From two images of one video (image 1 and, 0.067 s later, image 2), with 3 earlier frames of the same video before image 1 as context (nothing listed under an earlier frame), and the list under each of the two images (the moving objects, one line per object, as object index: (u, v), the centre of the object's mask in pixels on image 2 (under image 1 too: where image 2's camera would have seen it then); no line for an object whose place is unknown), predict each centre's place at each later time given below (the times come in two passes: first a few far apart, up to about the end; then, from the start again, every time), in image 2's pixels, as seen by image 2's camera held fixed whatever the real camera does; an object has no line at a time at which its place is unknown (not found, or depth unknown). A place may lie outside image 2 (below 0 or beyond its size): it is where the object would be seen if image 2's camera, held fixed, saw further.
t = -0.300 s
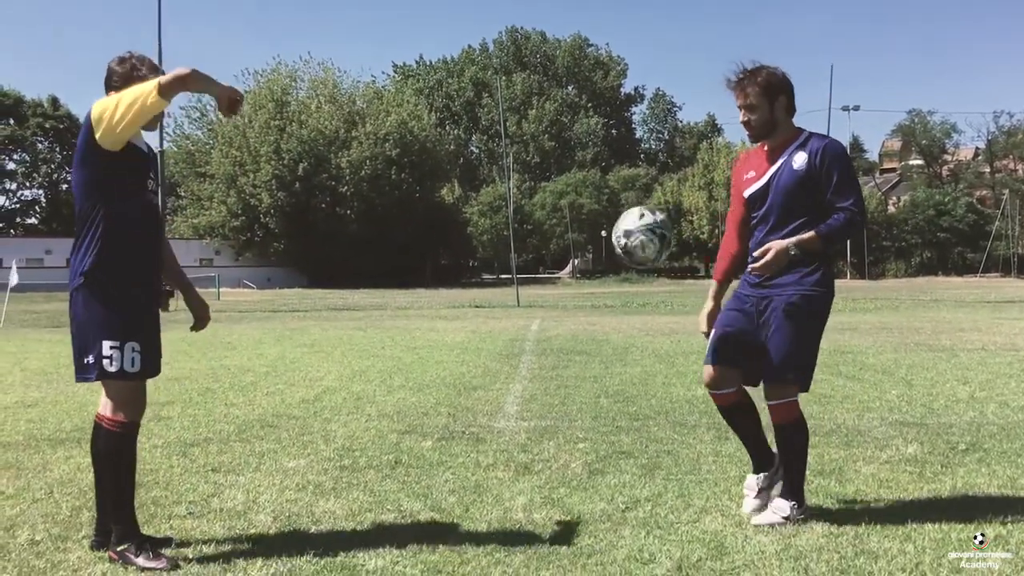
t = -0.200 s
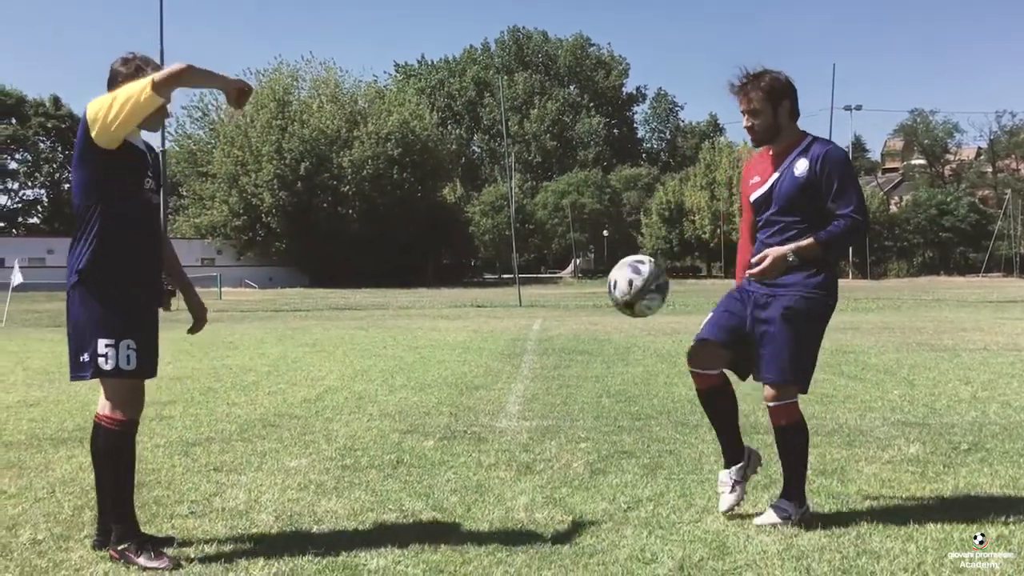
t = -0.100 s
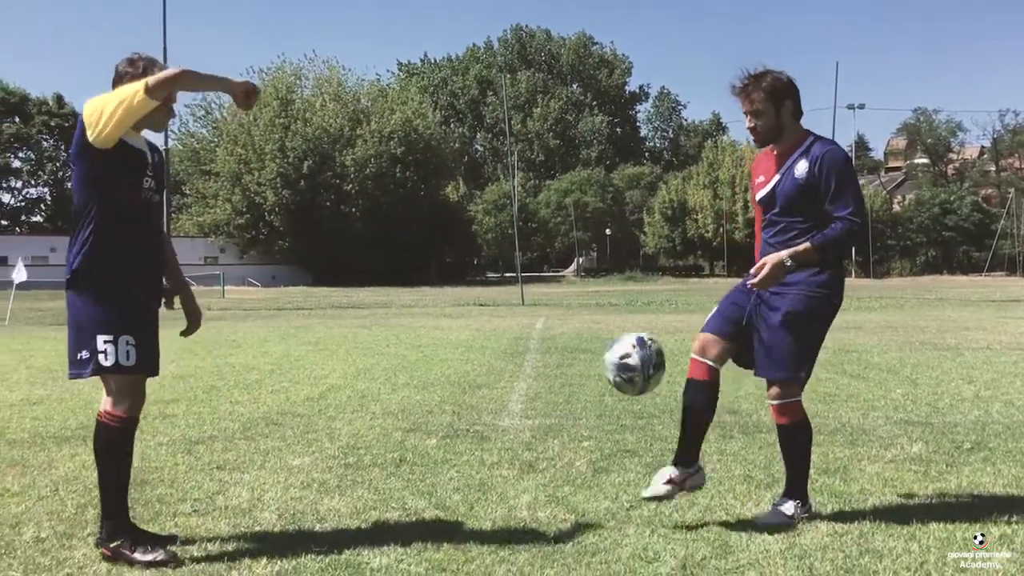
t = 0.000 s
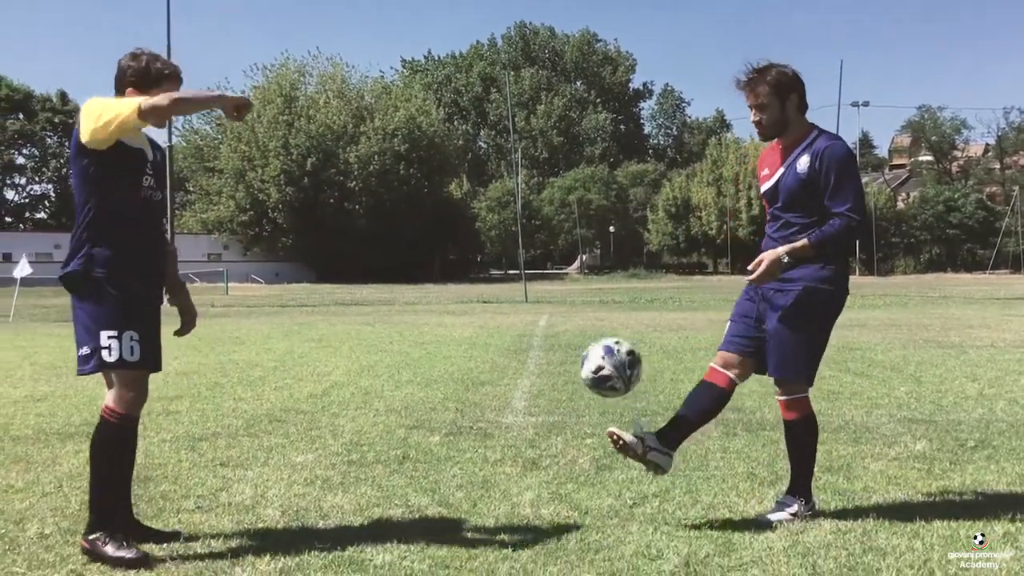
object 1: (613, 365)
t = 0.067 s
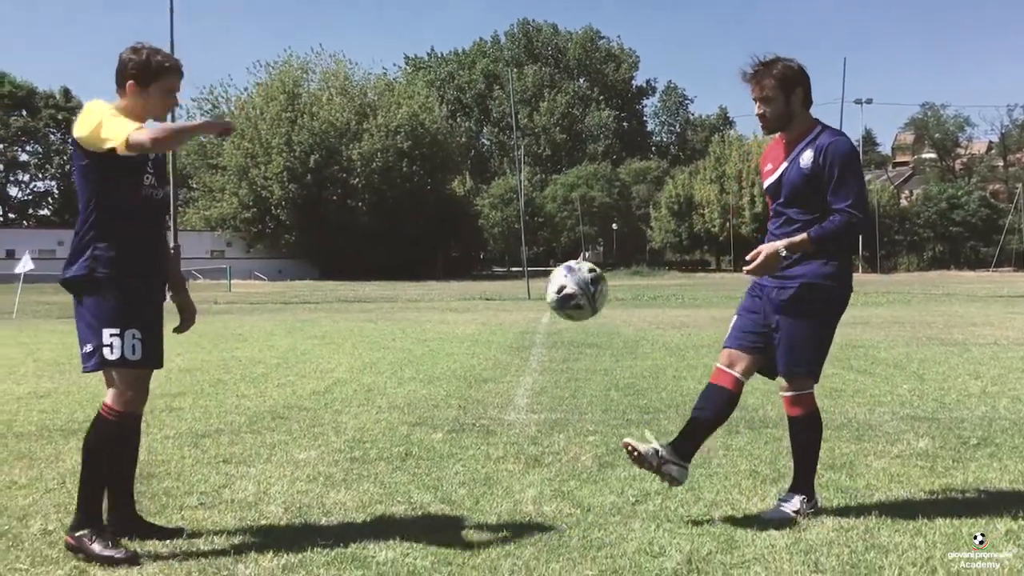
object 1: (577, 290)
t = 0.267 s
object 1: (464, 135)
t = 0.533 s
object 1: (313, 86)
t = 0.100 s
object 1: (558, 257)
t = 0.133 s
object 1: (539, 227)
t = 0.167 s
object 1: (519, 199)
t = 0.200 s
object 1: (500, 174)
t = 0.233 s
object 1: (482, 153)
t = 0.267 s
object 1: (464, 135)
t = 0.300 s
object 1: (445, 119)
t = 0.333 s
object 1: (426, 105)
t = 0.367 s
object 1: (408, 93)
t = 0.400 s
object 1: (389, 87)
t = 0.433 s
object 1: (370, 82)
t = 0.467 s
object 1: (352, 82)
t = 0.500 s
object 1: (332, 82)
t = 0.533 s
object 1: (313, 86)
